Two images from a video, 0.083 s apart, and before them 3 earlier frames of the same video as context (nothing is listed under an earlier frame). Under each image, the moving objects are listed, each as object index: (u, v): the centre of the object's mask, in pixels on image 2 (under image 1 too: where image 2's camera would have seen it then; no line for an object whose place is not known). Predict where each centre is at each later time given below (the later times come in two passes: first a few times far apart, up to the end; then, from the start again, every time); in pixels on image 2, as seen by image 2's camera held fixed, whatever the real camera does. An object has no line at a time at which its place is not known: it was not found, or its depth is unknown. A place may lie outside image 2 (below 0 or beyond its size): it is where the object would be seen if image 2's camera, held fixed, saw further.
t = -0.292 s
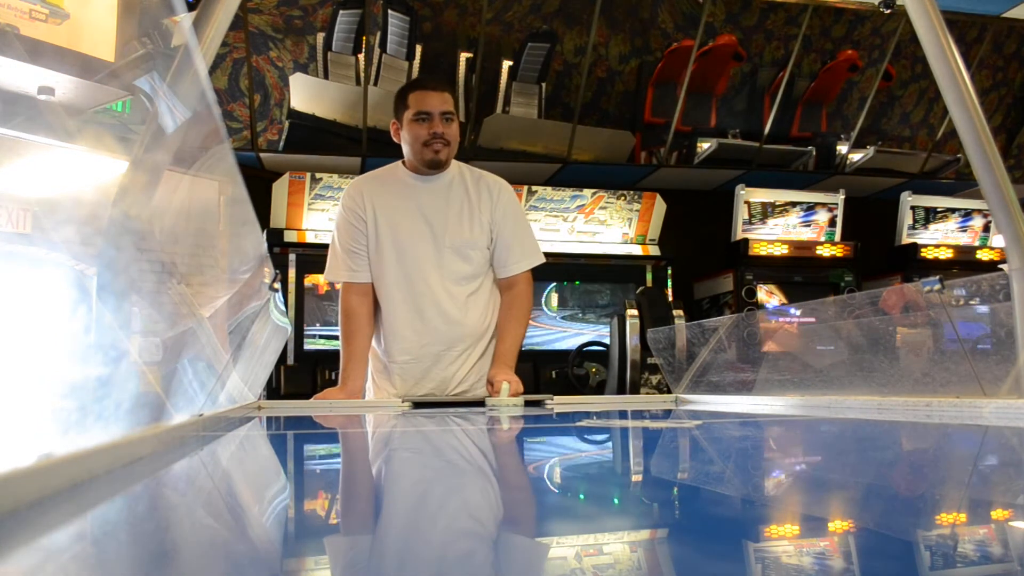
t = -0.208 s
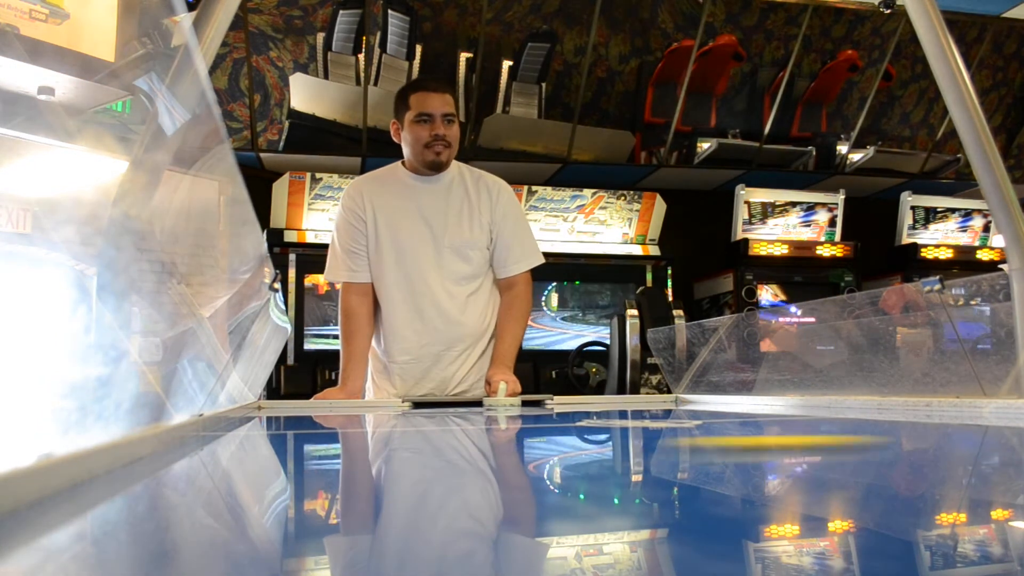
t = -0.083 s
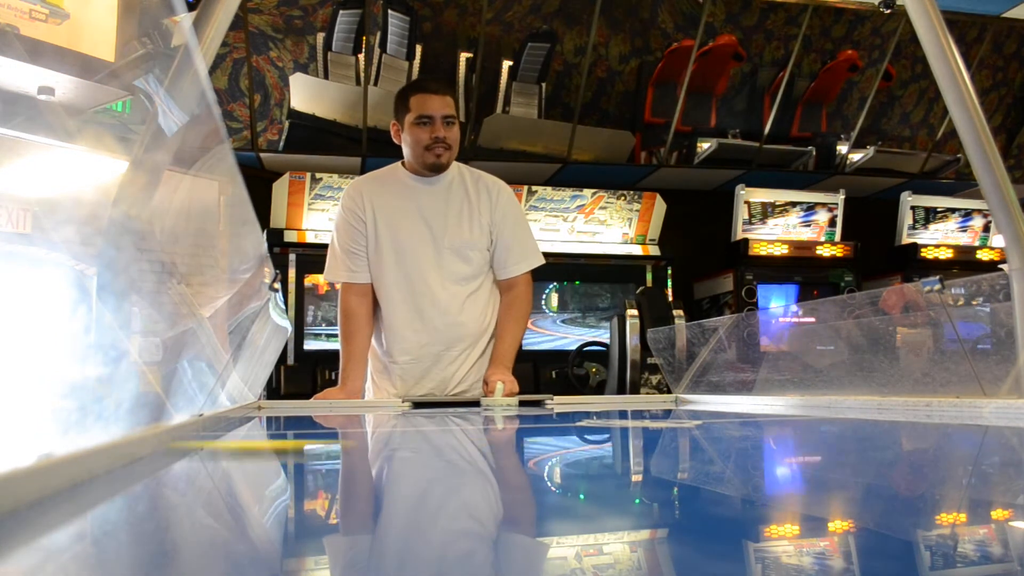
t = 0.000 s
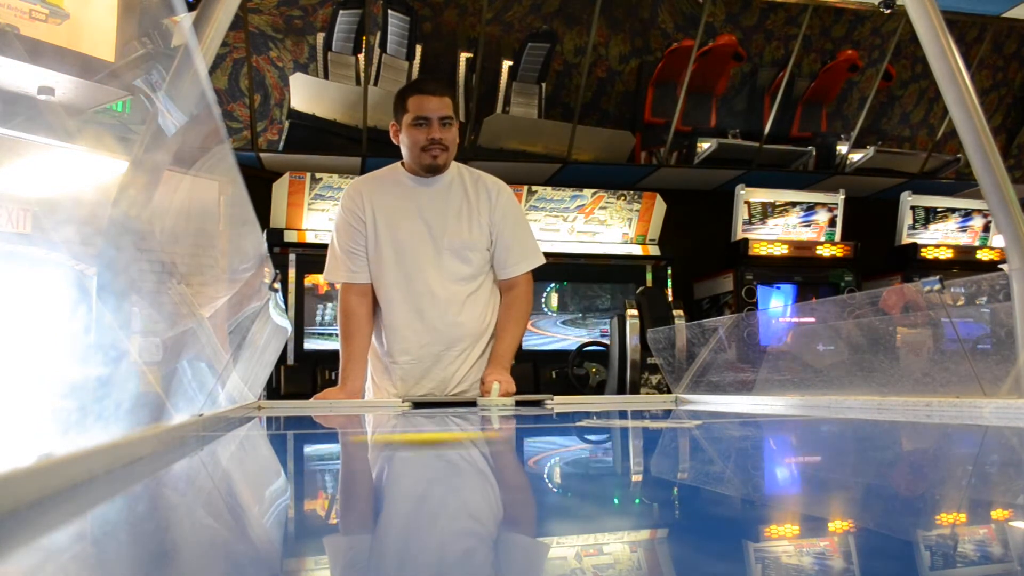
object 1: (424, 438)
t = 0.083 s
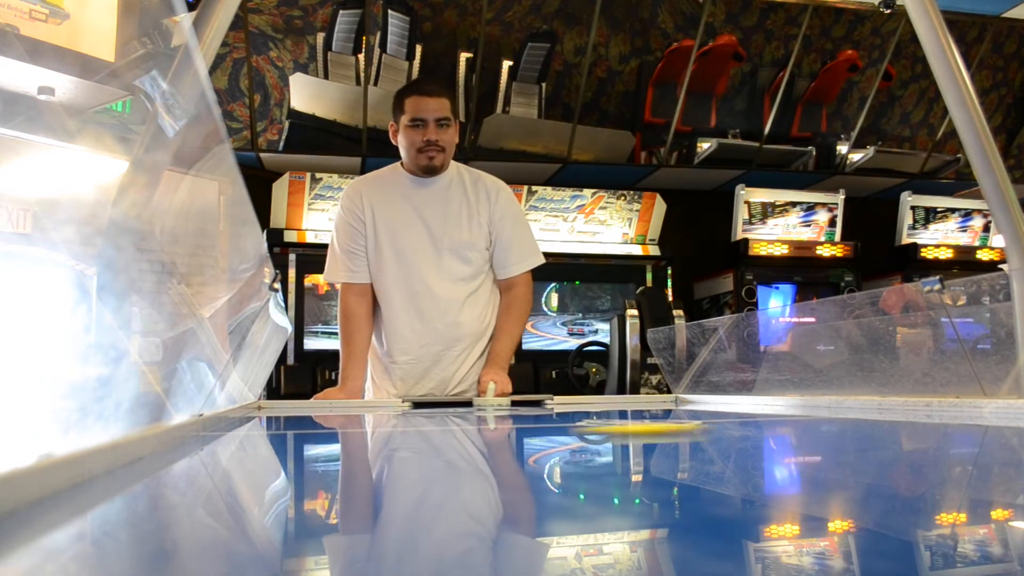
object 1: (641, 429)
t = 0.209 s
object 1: (887, 419)
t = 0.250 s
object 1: (956, 416)
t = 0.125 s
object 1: (732, 425)
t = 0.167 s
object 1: (810, 421)
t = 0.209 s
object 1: (887, 419)
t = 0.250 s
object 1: (956, 416)
